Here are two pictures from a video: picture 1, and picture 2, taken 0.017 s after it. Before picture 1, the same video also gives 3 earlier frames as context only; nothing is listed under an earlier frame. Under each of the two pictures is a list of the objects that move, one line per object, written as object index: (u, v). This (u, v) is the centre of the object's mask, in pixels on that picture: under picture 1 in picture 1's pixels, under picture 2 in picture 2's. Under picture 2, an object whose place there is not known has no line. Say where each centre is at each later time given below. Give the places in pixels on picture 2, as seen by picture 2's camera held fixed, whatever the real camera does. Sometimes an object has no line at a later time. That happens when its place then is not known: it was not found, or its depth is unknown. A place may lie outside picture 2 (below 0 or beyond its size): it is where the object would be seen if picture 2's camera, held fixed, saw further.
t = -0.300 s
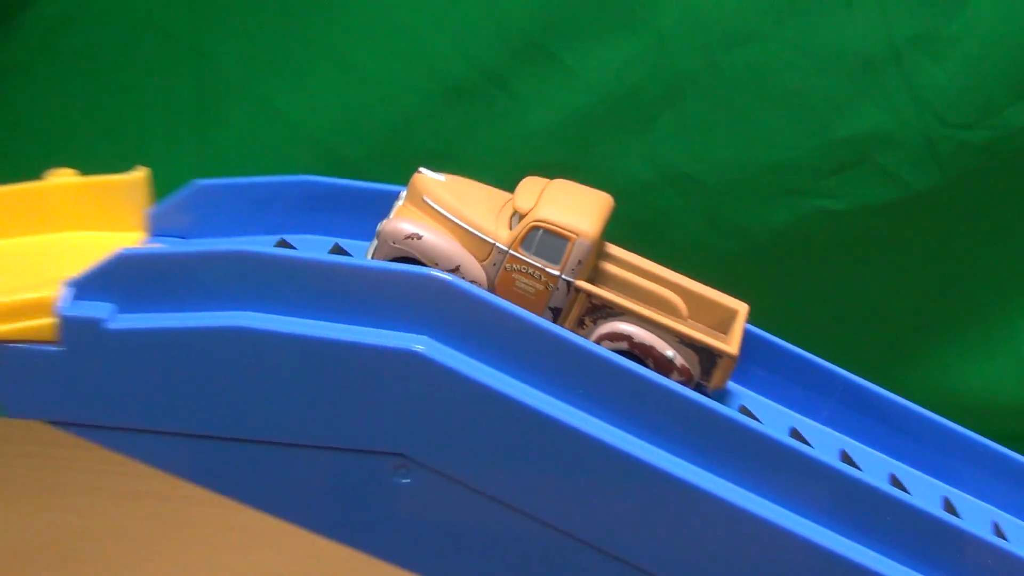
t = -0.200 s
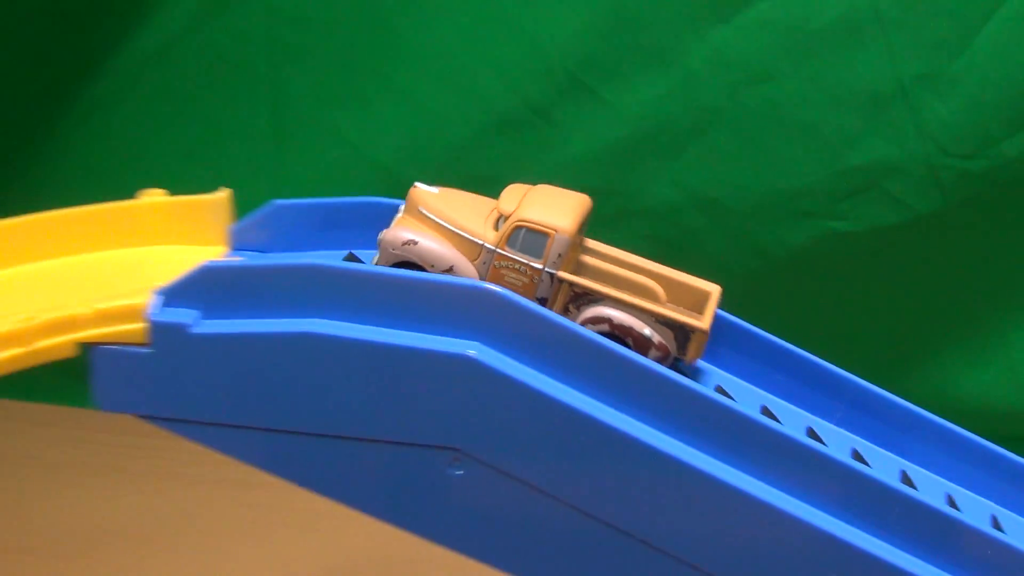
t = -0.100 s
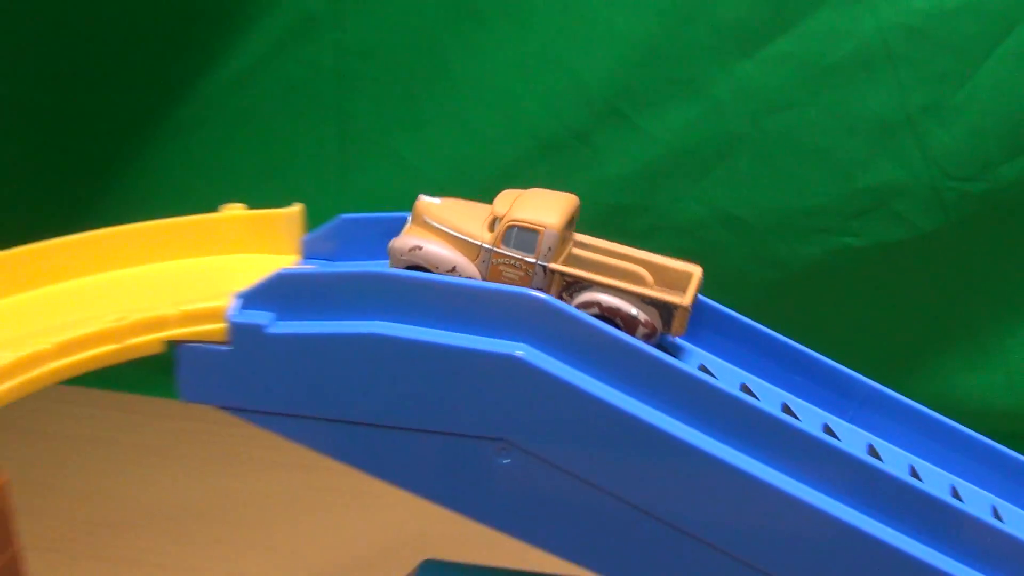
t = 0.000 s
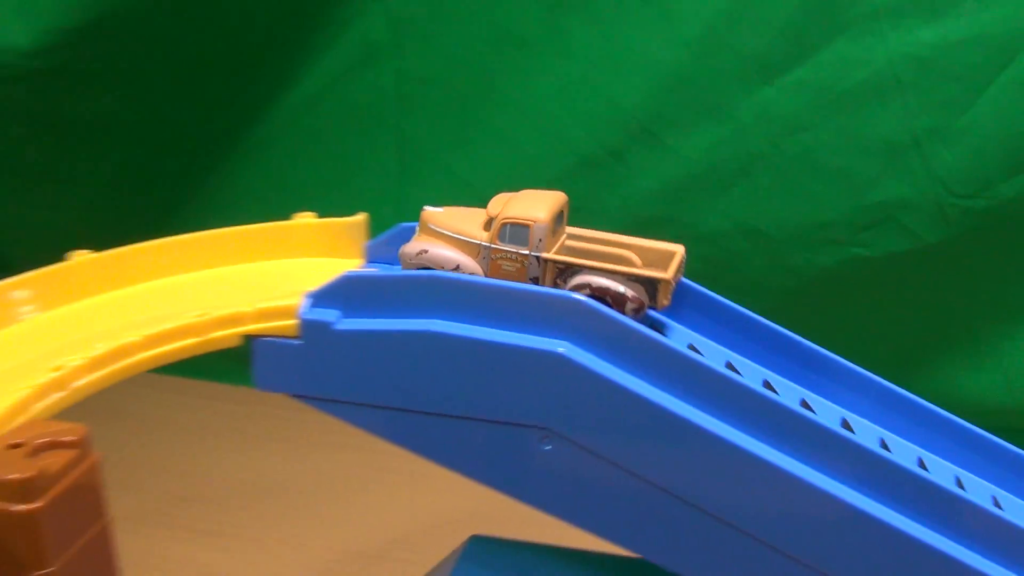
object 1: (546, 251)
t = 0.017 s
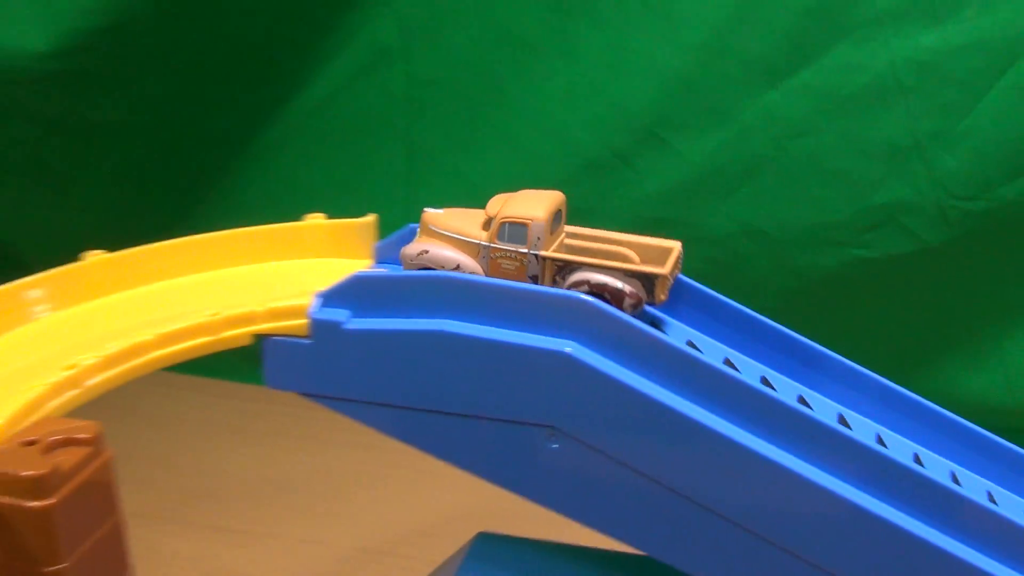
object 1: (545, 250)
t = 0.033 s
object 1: (538, 248)
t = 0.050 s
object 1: (530, 246)
